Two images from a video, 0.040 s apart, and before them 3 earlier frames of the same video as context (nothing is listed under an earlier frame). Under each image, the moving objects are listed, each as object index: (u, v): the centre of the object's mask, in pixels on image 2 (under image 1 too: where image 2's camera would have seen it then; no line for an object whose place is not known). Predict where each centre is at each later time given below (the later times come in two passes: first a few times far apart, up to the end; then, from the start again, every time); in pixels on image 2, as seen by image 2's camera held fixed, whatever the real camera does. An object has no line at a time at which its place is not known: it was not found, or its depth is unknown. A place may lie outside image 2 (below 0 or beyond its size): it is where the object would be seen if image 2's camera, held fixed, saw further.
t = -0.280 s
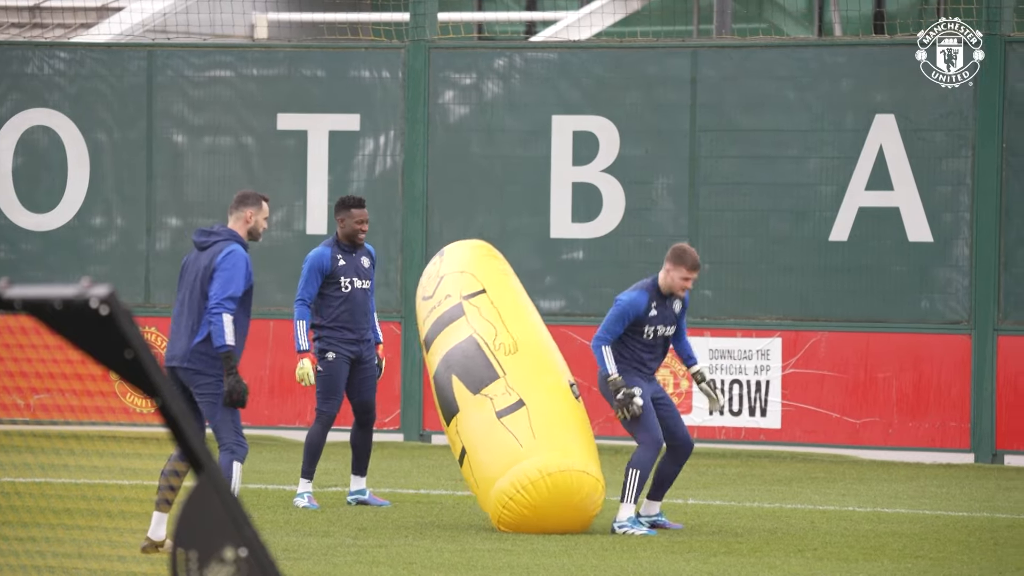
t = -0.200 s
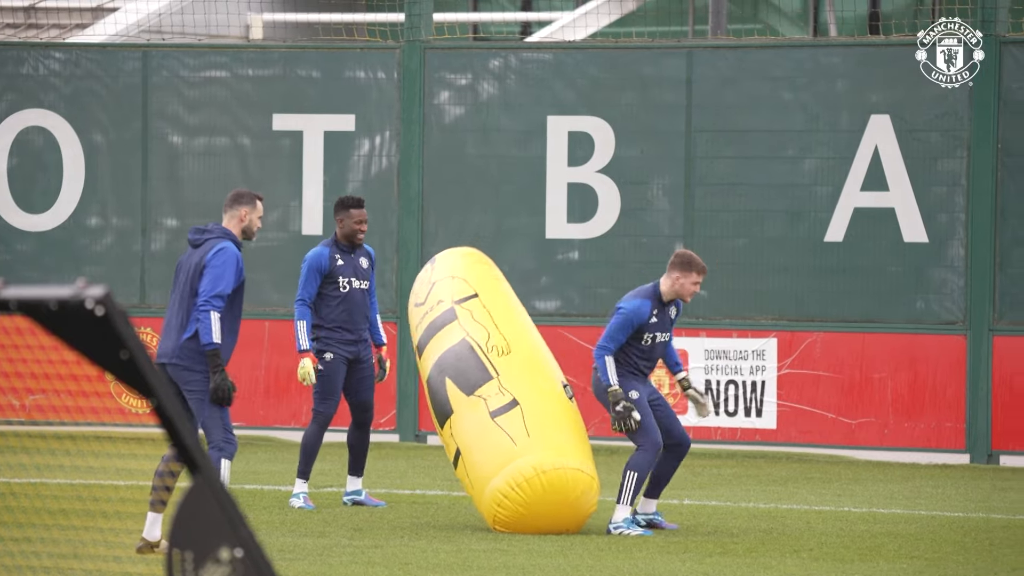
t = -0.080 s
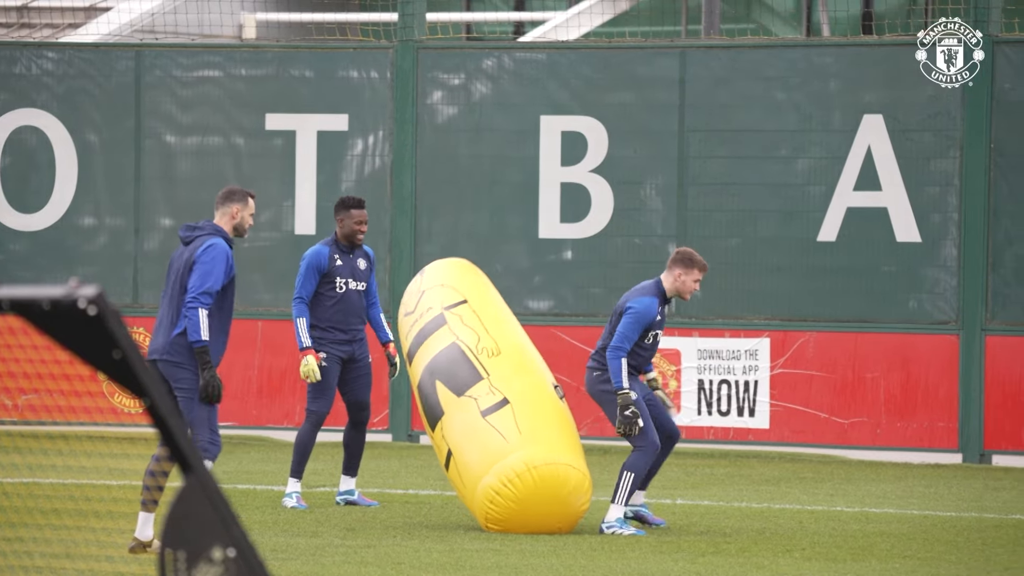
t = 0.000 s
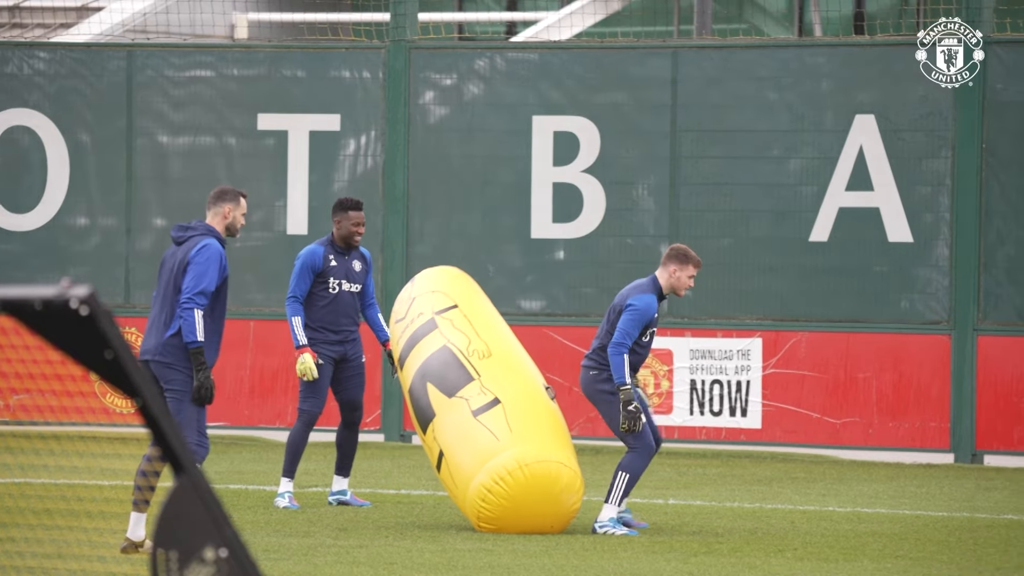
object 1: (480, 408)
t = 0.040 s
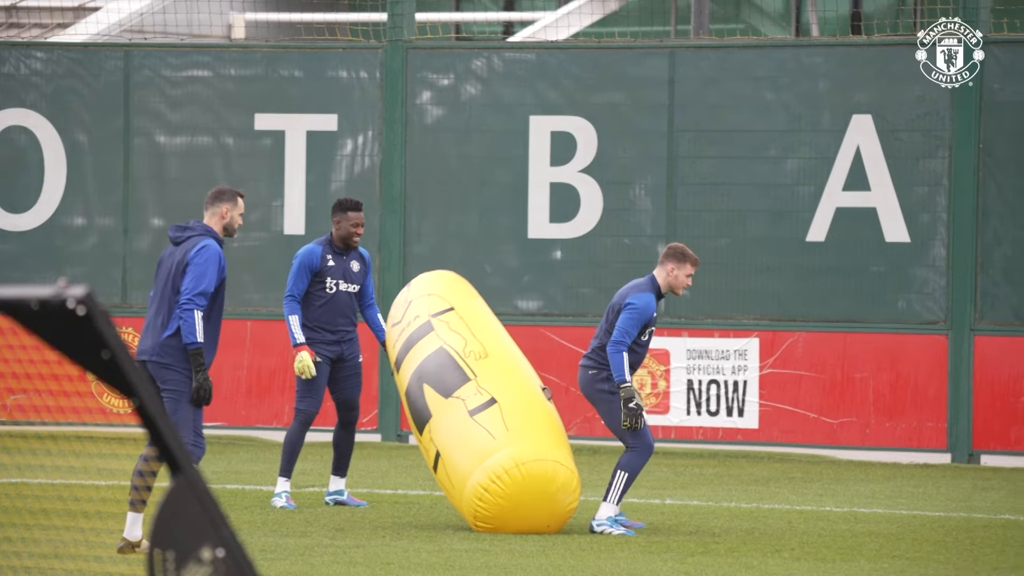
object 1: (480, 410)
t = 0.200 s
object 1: (477, 419)
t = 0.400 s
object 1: (471, 433)
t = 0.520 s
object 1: (467, 443)
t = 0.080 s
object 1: (479, 412)
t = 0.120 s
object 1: (479, 414)
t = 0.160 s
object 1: (478, 417)
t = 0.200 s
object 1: (477, 419)
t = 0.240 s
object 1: (476, 422)
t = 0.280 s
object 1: (475, 425)
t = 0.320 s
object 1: (474, 428)
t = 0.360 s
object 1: (472, 431)
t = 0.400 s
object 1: (471, 433)
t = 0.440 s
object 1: (470, 437)
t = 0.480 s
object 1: (468, 440)
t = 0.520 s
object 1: (467, 443)
